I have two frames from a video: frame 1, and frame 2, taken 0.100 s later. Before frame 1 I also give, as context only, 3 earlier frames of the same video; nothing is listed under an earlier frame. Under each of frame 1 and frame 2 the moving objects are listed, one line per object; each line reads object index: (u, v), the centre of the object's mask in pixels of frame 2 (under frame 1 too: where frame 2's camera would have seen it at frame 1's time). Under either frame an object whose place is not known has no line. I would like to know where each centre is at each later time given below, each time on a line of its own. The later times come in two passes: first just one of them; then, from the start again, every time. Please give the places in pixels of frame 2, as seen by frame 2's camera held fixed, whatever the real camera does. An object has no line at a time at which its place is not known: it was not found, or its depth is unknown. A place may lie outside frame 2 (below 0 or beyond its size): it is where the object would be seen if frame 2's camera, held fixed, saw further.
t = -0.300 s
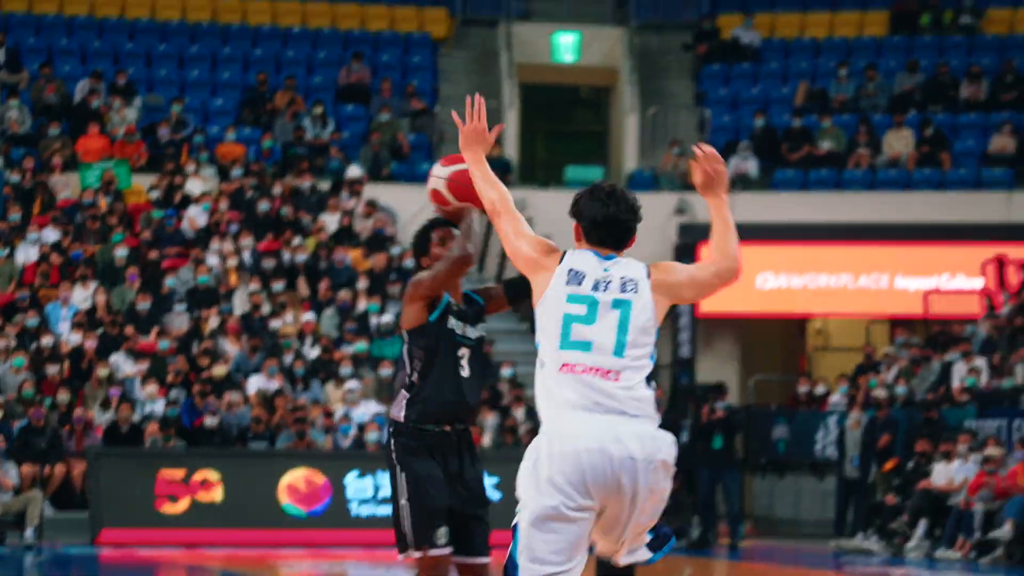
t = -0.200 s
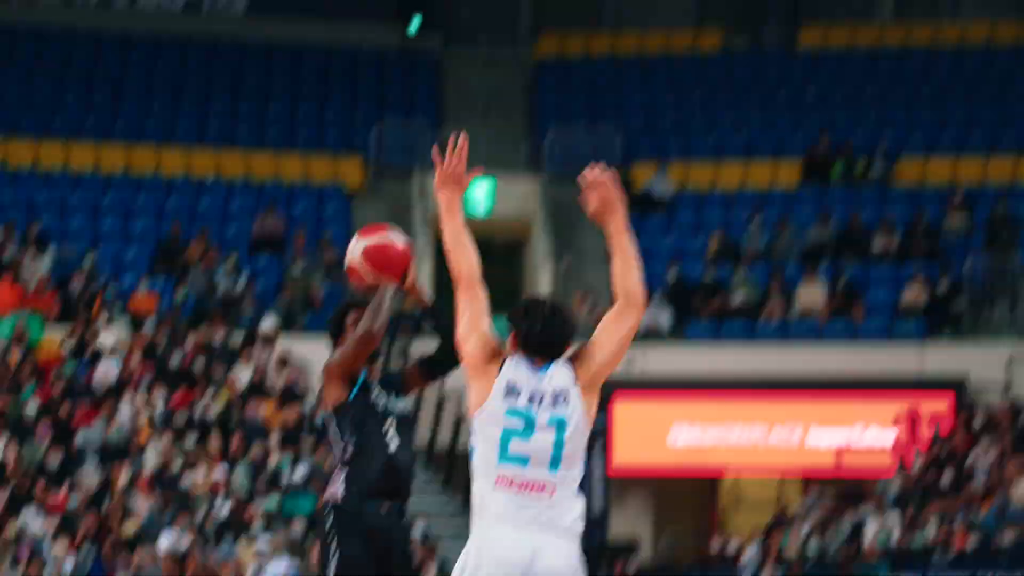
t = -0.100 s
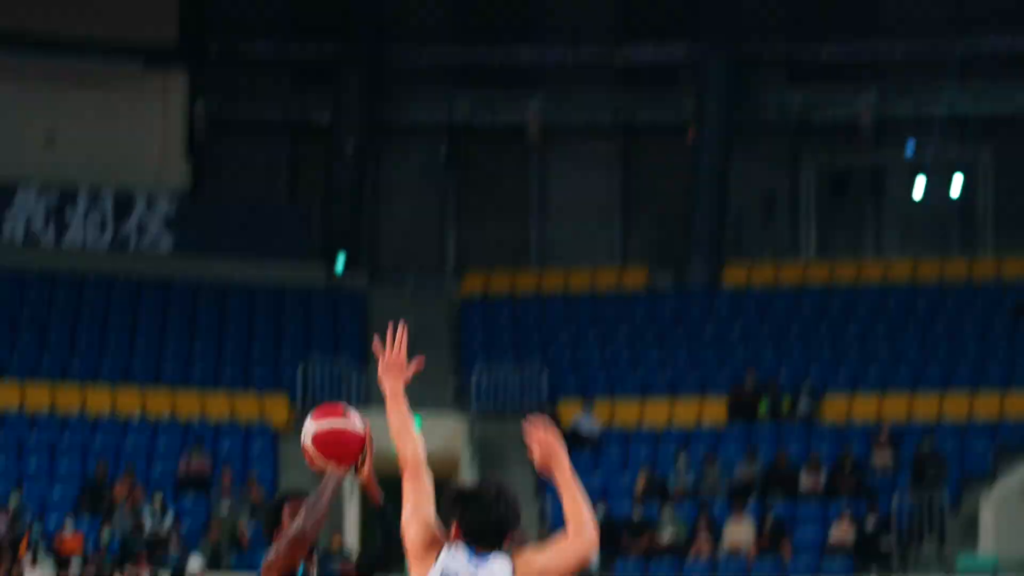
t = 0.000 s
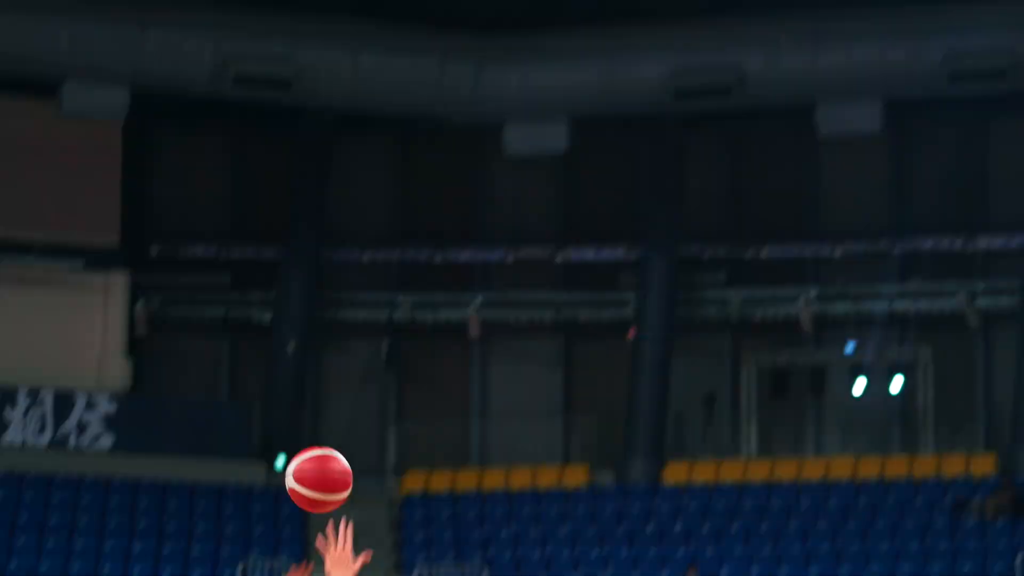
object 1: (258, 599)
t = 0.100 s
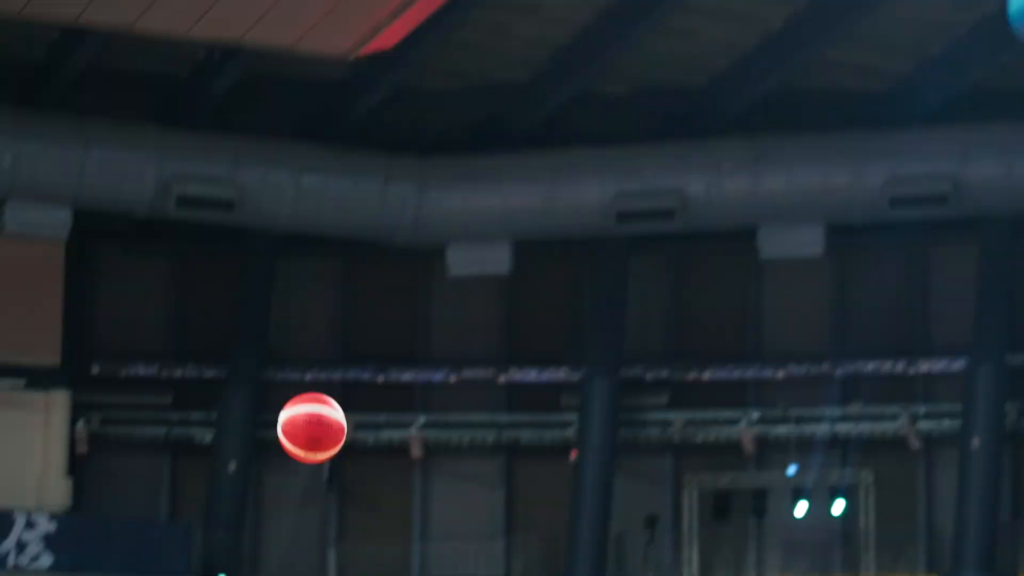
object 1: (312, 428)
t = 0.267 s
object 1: (403, 179)
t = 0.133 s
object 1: (330, 374)
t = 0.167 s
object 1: (348, 323)
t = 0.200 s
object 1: (366, 273)
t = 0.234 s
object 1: (385, 225)
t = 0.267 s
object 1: (403, 179)
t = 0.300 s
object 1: (422, 133)
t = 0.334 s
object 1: (444, 90)
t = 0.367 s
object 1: (467, 48)
